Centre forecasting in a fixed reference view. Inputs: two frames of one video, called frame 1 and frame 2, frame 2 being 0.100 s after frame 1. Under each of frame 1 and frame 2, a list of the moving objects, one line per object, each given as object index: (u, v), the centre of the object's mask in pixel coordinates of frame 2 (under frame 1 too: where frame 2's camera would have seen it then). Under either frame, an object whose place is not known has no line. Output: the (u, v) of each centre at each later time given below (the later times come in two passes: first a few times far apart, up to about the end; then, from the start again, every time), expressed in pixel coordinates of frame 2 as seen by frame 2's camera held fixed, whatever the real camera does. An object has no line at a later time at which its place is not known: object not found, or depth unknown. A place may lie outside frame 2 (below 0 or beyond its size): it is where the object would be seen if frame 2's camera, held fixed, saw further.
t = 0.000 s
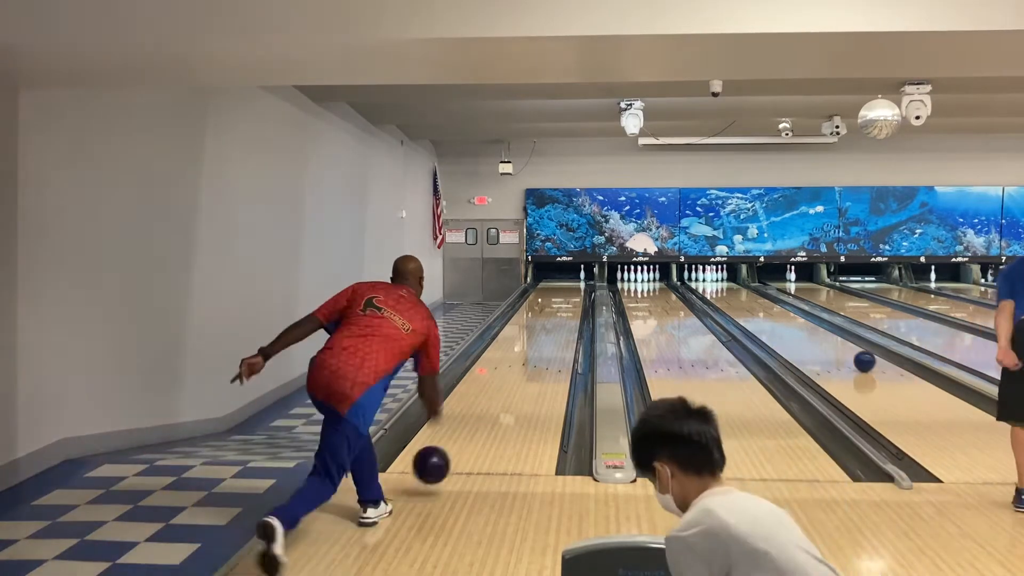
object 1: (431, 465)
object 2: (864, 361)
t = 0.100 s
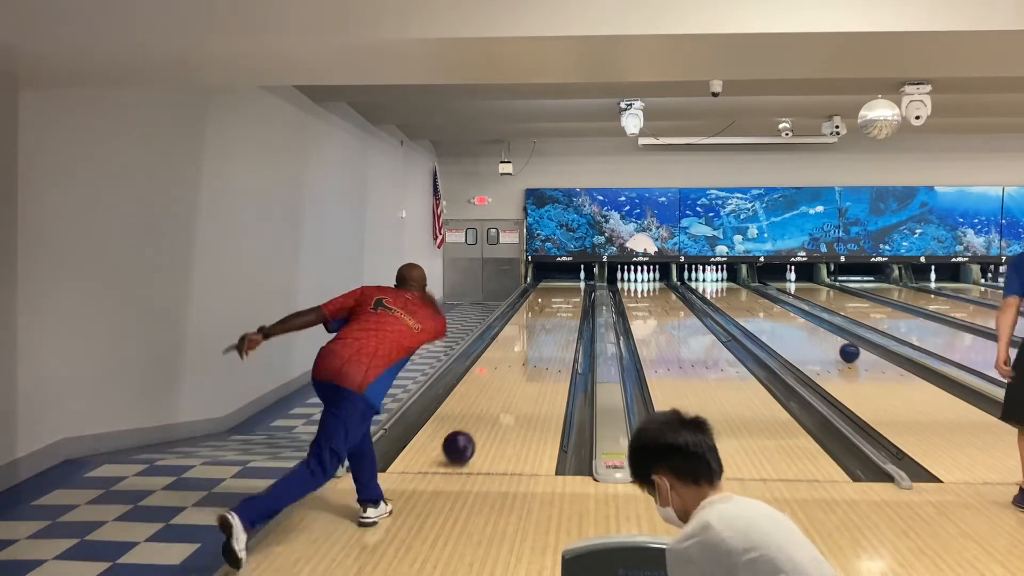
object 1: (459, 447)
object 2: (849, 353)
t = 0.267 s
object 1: (491, 411)
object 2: (827, 340)
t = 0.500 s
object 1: (522, 375)
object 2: (803, 326)
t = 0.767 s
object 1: (546, 347)
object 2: (780, 313)
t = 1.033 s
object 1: (562, 328)
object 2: (763, 303)
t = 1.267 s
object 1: (572, 315)
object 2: (750, 296)
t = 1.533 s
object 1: (579, 304)
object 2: (736, 288)
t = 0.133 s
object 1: (466, 439)
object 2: (845, 350)
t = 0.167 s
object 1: (473, 431)
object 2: (840, 347)
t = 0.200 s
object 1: (480, 425)
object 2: (836, 344)
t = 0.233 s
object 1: (486, 418)
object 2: (832, 342)
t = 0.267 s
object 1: (491, 411)
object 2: (827, 340)
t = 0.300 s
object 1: (496, 405)
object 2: (823, 338)
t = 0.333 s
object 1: (502, 399)
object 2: (820, 336)
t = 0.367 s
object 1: (506, 394)
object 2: (816, 333)
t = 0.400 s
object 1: (511, 389)
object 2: (813, 332)
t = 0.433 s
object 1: (515, 384)
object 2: (809, 329)
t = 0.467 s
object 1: (519, 379)
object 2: (806, 327)
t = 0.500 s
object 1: (522, 375)
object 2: (803, 326)
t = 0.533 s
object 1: (526, 371)
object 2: (799, 324)
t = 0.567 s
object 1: (529, 367)
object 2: (797, 322)
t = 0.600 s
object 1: (532, 363)
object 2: (794, 320)
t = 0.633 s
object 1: (535, 360)
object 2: (791, 318)
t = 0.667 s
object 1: (538, 357)
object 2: (788, 317)
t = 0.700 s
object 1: (541, 353)
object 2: (786, 315)
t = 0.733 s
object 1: (543, 350)
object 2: (783, 314)
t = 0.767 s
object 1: (546, 347)
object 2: (780, 313)
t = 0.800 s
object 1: (548, 345)
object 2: (778, 311)
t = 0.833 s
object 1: (550, 342)
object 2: (776, 310)
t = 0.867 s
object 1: (552, 339)
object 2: (773, 309)
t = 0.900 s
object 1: (554, 337)
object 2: (771, 308)
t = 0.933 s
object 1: (556, 334)
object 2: (769, 307)
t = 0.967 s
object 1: (558, 332)
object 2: (766, 305)
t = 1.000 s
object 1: (560, 330)
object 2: (765, 304)
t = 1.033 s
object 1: (562, 328)
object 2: (763, 303)
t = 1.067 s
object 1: (563, 326)
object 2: (761, 302)
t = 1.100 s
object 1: (565, 324)
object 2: (759, 301)
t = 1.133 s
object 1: (567, 322)
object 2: (757, 299)
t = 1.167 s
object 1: (568, 320)
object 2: (755, 298)
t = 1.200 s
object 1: (569, 318)
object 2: (753, 297)
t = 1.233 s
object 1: (571, 317)
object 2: (751, 296)
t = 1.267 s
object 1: (572, 315)
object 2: (750, 296)
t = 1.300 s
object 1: (573, 313)
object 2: (748, 295)
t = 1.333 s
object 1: (574, 312)
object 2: (746, 292)
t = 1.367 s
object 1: (575, 310)
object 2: (745, 292)
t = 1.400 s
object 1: (576, 309)
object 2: (743, 291)
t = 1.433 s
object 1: (577, 307)
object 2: (741, 291)
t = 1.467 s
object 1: (577, 306)
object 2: (739, 290)
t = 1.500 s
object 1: (578, 305)
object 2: (738, 289)
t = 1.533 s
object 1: (579, 304)
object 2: (736, 288)
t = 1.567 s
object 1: (580, 303)
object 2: (735, 288)
